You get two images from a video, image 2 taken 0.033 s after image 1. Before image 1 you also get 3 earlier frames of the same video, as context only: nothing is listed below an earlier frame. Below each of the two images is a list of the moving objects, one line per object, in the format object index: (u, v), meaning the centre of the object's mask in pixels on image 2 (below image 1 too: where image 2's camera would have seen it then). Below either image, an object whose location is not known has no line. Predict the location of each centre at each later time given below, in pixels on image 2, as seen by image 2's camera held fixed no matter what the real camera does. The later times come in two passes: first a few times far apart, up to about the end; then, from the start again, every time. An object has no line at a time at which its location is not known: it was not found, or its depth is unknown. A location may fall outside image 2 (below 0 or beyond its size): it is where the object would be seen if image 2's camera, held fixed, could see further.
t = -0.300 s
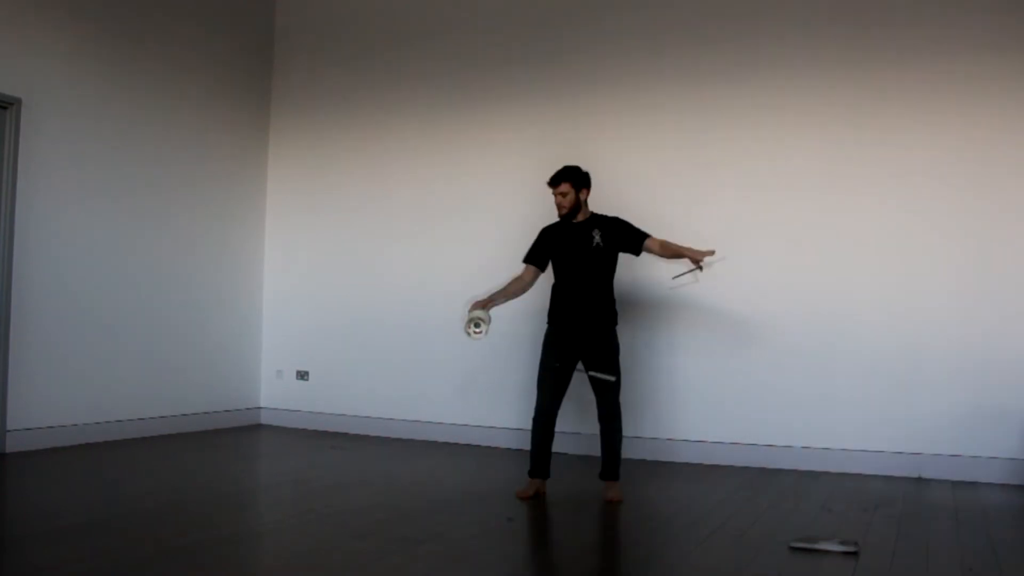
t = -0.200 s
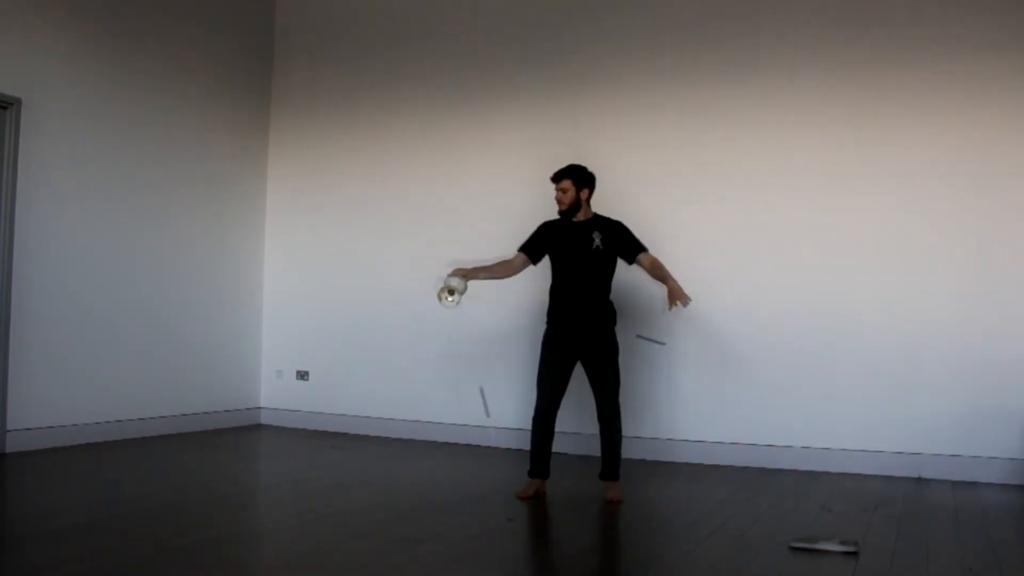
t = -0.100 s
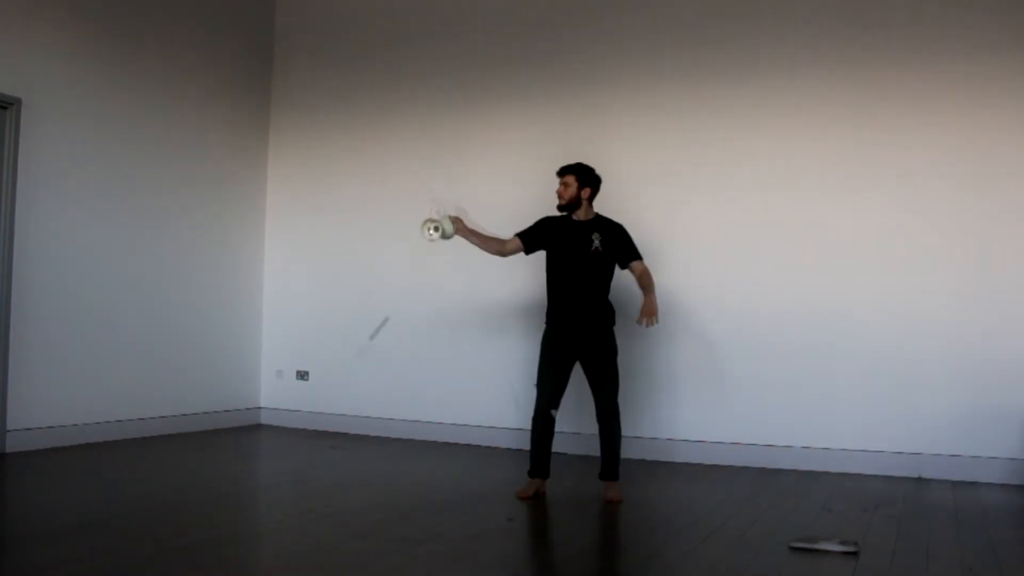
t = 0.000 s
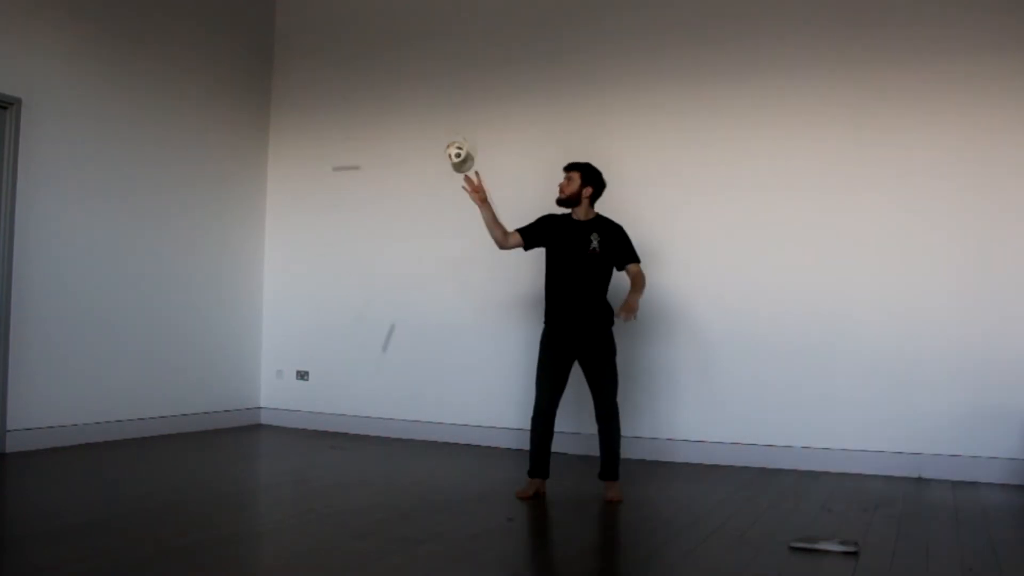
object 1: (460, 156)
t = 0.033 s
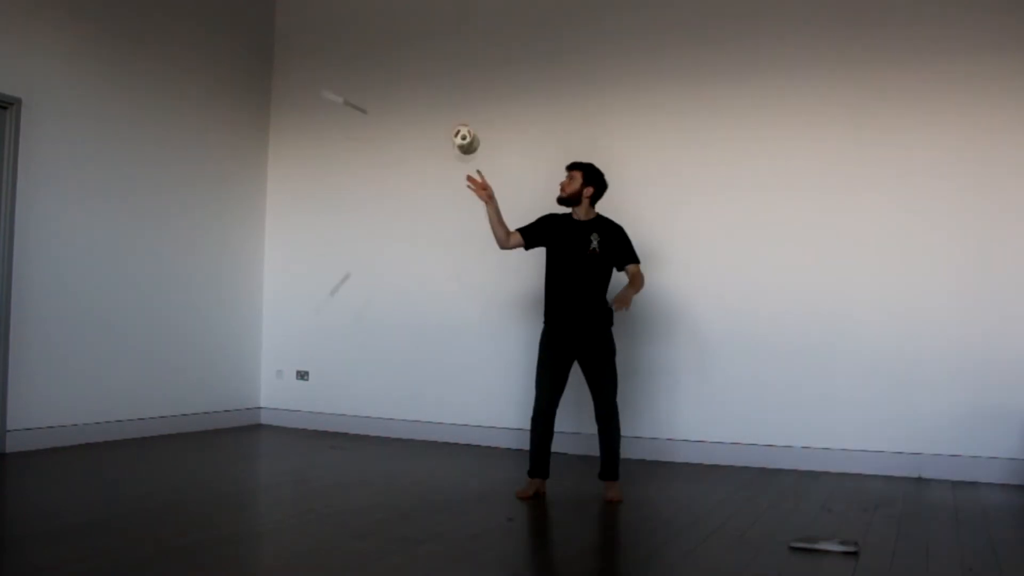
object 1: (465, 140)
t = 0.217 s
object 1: (441, 89)
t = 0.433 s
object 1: (416, 44)
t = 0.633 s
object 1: (414, 93)
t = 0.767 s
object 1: (402, 164)
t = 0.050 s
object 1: (466, 136)
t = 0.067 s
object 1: (467, 130)
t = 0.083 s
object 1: (466, 124)
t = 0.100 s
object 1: (465, 119)
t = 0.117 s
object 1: (463, 115)
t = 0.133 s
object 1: (460, 110)
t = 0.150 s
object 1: (458, 108)
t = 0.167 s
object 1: (454, 103)
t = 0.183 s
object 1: (450, 99)
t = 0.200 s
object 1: (446, 94)
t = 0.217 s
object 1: (441, 89)
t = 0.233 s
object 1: (436, 84)
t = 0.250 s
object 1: (434, 81)
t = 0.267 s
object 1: (430, 75)
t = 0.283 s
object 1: (427, 71)
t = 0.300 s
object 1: (424, 66)
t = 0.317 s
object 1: (421, 61)
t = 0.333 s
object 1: (419, 57)
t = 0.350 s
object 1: (417, 52)
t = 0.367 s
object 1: (417, 49)
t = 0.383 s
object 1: (416, 47)
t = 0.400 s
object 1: (416, 46)
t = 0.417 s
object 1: (416, 44)
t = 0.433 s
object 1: (416, 44)
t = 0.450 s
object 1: (416, 44)
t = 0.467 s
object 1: (417, 44)
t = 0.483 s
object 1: (417, 46)
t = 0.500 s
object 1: (417, 48)
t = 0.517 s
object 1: (417, 52)
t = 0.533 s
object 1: (417, 57)
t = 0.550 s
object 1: (418, 61)
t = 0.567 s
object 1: (417, 66)
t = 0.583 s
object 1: (416, 71)
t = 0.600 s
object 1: (414, 77)
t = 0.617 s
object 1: (415, 85)
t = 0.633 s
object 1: (414, 93)
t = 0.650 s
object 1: (412, 99)
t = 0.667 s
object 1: (412, 109)
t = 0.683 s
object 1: (410, 118)
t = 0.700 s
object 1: (409, 125)
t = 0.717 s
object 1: (407, 135)
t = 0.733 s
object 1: (404, 144)
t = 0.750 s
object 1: (404, 153)
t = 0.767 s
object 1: (402, 164)
